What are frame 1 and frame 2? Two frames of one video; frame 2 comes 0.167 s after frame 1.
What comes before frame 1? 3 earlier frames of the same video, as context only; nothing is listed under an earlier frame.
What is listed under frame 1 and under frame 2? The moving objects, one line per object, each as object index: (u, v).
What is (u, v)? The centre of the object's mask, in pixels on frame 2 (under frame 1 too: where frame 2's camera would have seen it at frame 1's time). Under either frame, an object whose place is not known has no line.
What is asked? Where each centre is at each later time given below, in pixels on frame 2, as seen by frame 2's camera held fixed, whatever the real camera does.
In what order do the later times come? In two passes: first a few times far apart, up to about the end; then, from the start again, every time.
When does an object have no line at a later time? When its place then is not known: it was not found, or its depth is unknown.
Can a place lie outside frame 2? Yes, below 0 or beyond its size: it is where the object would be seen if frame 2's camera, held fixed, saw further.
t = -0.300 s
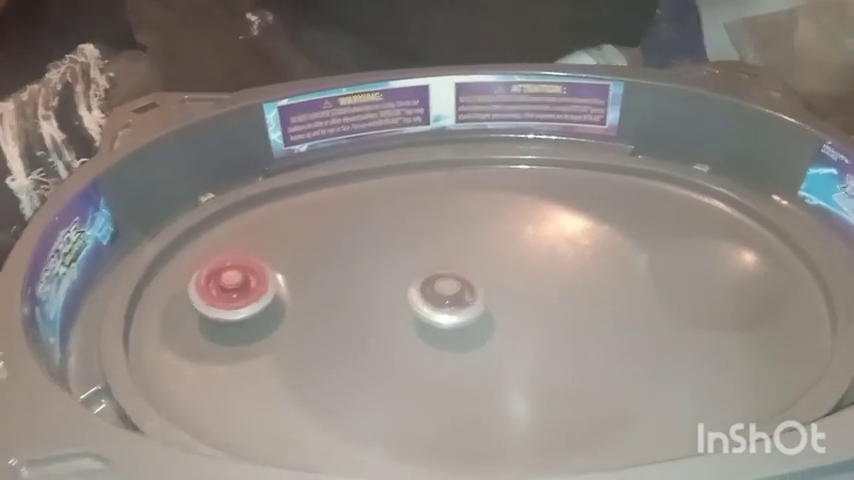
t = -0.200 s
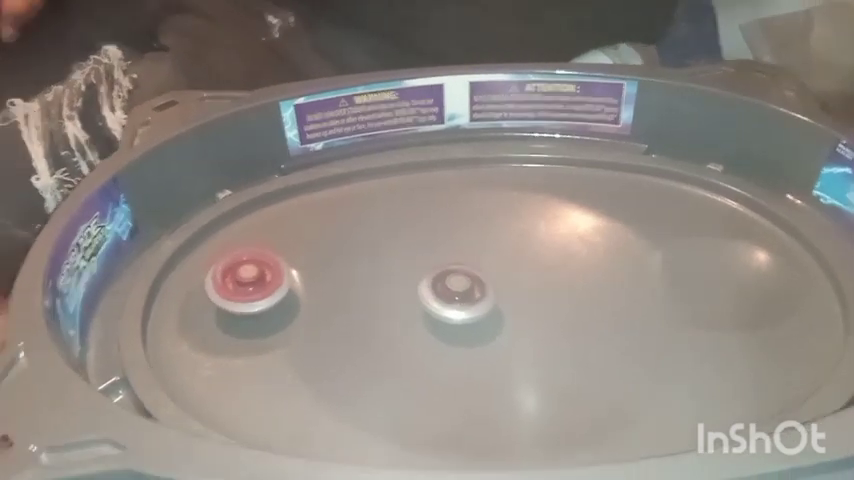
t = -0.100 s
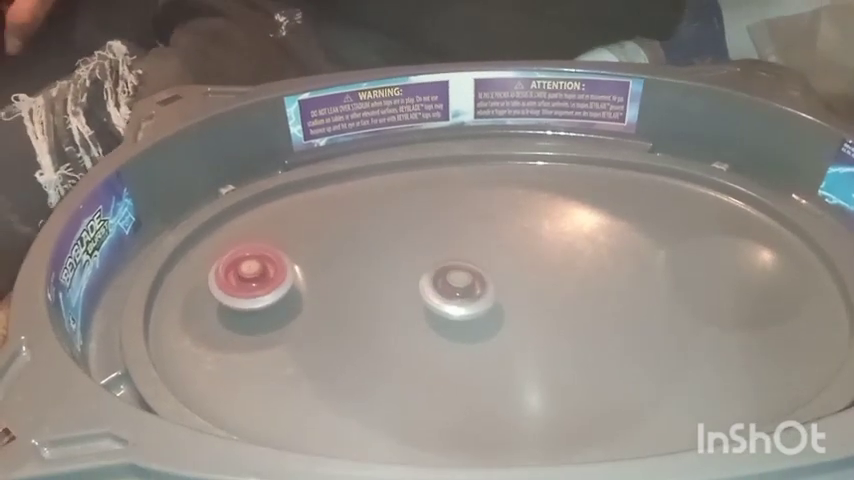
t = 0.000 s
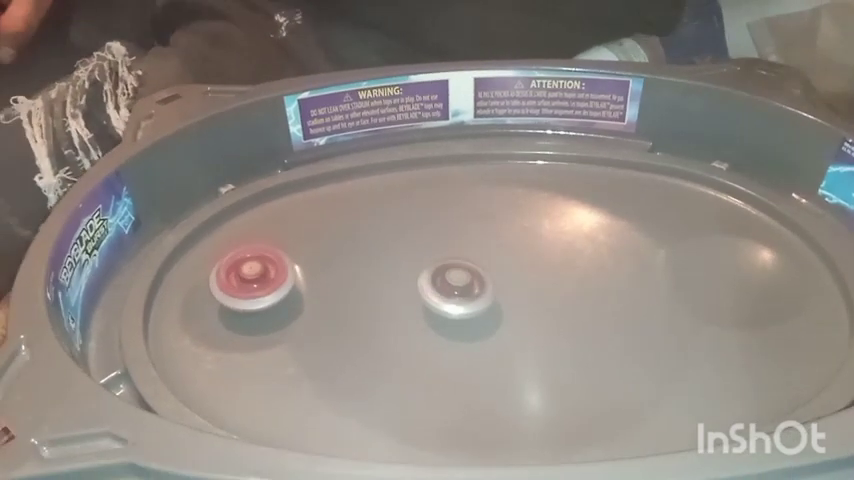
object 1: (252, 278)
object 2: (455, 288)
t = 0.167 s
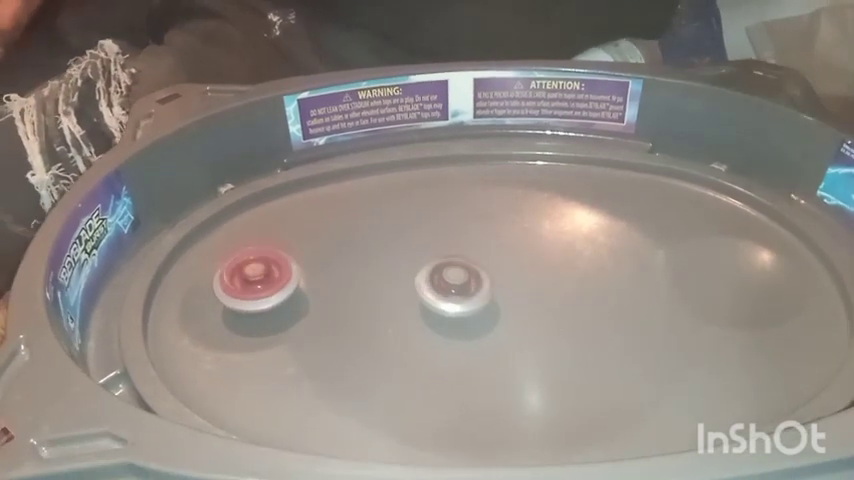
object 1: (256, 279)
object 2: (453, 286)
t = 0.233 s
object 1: (257, 280)
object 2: (453, 285)
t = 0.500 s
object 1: (253, 283)
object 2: (452, 284)
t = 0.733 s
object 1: (247, 285)
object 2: (454, 284)
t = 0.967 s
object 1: (246, 284)
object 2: (458, 286)
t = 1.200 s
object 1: (239, 279)
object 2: (460, 291)
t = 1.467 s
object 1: (248, 281)
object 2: (459, 294)
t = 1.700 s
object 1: (252, 277)
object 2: (457, 295)
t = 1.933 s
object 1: (254, 282)
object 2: (454, 294)
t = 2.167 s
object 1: (256, 282)
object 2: (452, 292)
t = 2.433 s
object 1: (246, 286)
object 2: (453, 290)
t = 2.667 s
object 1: (247, 284)
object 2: (457, 288)
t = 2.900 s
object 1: (241, 281)
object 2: (461, 289)
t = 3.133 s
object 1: (246, 281)
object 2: (464, 291)
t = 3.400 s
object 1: (252, 278)
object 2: (465, 294)
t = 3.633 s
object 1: (255, 281)
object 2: (464, 294)
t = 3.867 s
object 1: (254, 282)
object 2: (460, 294)
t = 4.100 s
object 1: (249, 285)
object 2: (456, 292)
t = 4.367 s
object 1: (247, 284)
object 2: (454, 288)
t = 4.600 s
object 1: (243, 281)
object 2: (455, 287)
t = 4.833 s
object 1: (248, 281)
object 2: (458, 287)
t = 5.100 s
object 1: (251, 278)
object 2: (462, 290)
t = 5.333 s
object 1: (255, 281)
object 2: (463, 293)
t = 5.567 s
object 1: (253, 281)
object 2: (463, 295)
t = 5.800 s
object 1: (249, 285)
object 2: (462, 295)
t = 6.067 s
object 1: (244, 282)
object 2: (458, 292)
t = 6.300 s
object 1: (244, 280)
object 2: (455, 288)
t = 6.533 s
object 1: (248, 281)
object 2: (455, 286)
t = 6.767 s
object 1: (252, 277)
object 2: (457, 286)
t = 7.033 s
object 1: (255, 281)
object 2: (461, 289)
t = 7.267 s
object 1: (252, 282)
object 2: (462, 292)
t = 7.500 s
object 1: (249, 285)
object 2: (463, 294)
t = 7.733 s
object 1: (246, 283)
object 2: (461, 295)
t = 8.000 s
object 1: (244, 281)
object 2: (457, 293)
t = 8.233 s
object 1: (250, 279)
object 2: (454, 290)
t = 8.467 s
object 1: (252, 279)
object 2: (455, 288)
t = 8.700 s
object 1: (254, 281)
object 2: (458, 288)
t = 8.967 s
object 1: (251, 283)
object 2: (462, 290)
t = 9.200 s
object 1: (248, 284)
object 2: (464, 292)
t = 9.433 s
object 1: (245, 282)
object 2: (463, 294)
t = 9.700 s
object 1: (246, 281)
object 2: (460, 294)
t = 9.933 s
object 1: (249, 279)
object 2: (457, 291)
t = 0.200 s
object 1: (256, 280)
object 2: (453, 286)
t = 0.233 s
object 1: (257, 280)
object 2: (453, 285)
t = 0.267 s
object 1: (257, 280)
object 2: (453, 285)
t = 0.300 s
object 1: (257, 280)
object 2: (452, 285)
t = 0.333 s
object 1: (257, 280)
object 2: (452, 284)
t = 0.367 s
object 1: (256, 281)
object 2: (452, 284)
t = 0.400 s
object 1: (255, 282)
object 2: (452, 284)
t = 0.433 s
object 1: (254, 282)
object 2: (452, 283)
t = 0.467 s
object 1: (253, 282)
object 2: (452, 283)
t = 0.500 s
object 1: (253, 283)
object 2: (452, 284)
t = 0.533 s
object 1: (252, 283)
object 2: (452, 283)
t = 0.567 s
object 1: (251, 283)
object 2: (453, 283)
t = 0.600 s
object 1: (249, 284)
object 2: (453, 284)
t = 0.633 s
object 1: (248, 285)
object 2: (453, 283)
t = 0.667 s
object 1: (247, 285)
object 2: (454, 283)
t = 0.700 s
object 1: (247, 285)
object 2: (454, 284)
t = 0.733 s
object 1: (247, 285)
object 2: (454, 284)
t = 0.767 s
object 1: (247, 285)
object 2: (455, 284)
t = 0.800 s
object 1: (247, 285)
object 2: (456, 285)
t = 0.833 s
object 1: (246, 285)
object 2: (456, 285)
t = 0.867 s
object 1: (246, 285)
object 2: (457, 285)
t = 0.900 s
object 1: (246, 285)
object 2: (457, 286)
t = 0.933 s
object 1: (246, 285)
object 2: (457, 286)
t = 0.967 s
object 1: (246, 284)
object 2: (458, 286)
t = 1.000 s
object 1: (246, 283)
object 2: (459, 287)
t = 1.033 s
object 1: (246, 282)
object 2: (459, 287)
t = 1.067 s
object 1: (244, 281)
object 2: (459, 288)
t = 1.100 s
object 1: (243, 280)
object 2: (460, 289)
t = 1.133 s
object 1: (242, 279)
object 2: (460, 289)
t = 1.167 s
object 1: (240, 279)
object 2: (460, 290)
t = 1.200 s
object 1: (239, 279)
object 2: (460, 291)
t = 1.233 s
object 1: (239, 280)
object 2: (460, 290)
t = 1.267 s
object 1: (239, 281)
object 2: (460, 291)
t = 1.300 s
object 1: (239, 282)
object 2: (460, 292)
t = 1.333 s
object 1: (241, 282)
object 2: (460, 292)
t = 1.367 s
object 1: (243, 282)
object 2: (460, 292)
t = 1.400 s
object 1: (244, 282)
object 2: (459, 293)
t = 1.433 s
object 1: (247, 282)
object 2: (460, 293)
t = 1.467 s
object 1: (248, 281)
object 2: (459, 294)
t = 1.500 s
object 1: (251, 280)
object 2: (459, 294)
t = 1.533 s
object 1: (252, 279)
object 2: (459, 295)
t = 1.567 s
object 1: (252, 278)
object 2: (459, 295)
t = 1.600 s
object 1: (252, 277)
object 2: (458, 295)
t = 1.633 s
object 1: (253, 277)
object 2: (458, 295)
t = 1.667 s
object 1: (252, 276)
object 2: (457, 296)
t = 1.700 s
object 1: (252, 277)
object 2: (457, 295)
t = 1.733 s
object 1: (251, 277)
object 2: (457, 295)
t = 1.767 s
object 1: (251, 277)
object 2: (456, 295)
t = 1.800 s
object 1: (251, 278)
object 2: (456, 295)
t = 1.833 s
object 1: (251, 279)
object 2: (456, 295)
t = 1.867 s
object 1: (252, 280)
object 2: (455, 294)
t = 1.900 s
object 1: (253, 281)
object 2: (455, 295)
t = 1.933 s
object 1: (254, 282)
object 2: (454, 294)
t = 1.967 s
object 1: (255, 283)
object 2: (454, 293)
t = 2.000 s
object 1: (256, 283)
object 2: (454, 294)
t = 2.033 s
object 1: (256, 282)
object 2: (453, 293)
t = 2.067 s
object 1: (257, 283)
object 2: (453, 293)
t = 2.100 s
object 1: (257, 283)
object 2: (453, 293)
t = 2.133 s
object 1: (257, 282)
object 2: (453, 292)
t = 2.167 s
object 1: (256, 282)
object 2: (452, 292)
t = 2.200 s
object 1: (255, 283)
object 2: (452, 292)
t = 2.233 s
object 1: (254, 282)
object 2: (452, 291)
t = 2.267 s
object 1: (252, 282)
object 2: (452, 291)
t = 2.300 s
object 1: (251, 283)
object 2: (453, 290)
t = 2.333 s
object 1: (249, 283)
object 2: (453, 290)
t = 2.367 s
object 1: (247, 284)
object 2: (453, 290)
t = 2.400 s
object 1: (246, 285)
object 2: (453, 290)
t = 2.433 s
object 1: (246, 286)
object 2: (453, 290)
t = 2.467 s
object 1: (246, 287)
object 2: (454, 289)
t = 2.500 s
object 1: (247, 287)
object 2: (454, 289)
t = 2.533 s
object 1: (247, 287)
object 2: (454, 289)
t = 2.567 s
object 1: (248, 286)
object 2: (455, 288)
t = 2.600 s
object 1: (248, 286)
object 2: (456, 289)
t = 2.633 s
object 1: (247, 285)
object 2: (456, 288)
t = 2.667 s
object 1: (247, 284)
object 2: (457, 288)
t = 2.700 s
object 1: (246, 284)
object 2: (458, 288)
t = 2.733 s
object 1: (245, 283)
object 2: (458, 288)
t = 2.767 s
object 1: (245, 282)
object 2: (459, 288)
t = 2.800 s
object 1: (243, 282)
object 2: (459, 289)
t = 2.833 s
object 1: (243, 282)
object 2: (460, 289)
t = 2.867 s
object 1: (242, 281)
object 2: (461, 288)
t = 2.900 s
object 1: (241, 281)
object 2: (461, 289)
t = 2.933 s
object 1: (241, 281)
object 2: (462, 289)
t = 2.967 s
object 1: (241, 281)
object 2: (462, 290)
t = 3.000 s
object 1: (242, 282)
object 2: (463, 290)
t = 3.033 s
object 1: (243, 282)
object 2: (463, 290)
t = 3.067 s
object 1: (244, 282)
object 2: (463, 290)
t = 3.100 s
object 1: (245, 281)
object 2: (464, 291)
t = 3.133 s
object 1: (246, 281)
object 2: (464, 291)
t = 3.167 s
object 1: (248, 280)
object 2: (465, 291)
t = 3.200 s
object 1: (249, 279)
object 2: (465, 292)
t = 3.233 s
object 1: (249, 279)
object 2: (465, 292)
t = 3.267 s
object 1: (251, 278)
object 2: (465, 293)
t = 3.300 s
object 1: (251, 278)
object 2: (465, 293)
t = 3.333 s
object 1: (251, 278)
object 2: (465, 293)
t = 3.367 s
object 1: (251, 278)
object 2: (465, 294)
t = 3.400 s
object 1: (252, 278)
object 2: (465, 294)
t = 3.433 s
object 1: (252, 278)
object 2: (465, 294)
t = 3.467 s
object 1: (252, 279)
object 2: (465, 294)
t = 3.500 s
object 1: (252, 279)
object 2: (465, 293)
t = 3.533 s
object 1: (253, 280)
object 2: (465, 294)
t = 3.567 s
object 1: (254, 280)
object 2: (464, 294)
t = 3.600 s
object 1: (255, 281)
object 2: (464, 295)
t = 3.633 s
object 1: (255, 281)
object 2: (464, 294)
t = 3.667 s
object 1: (256, 281)
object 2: (463, 294)
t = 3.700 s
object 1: (256, 281)
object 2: (463, 295)
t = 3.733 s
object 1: (256, 282)
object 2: (462, 294)
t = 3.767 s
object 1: (256, 281)
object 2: (462, 295)
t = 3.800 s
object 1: (256, 282)
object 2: (462, 294)
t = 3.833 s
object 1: (255, 282)
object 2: (461, 293)
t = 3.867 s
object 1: (254, 282)
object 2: (460, 294)
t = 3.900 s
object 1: (254, 283)
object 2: (460, 293)
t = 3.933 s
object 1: (253, 283)
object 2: (459, 293)
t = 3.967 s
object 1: (252, 284)
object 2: (459, 293)
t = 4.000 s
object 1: (251, 284)
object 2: (458, 292)
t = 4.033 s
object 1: (251, 284)
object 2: (457, 292)
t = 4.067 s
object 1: (249, 285)
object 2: (457, 292)
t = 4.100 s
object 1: (249, 285)
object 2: (456, 292)
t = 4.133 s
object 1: (248, 286)
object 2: (456, 291)
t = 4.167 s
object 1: (248, 286)
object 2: (455, 291)
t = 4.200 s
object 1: (248, 285)
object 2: (455, 290)
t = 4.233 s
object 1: (248, 285)
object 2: (455, 290)
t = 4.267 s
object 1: (247, 285)
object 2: (454, 290)
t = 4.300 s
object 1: (247, 285)
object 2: (454, 289)
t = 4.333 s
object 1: (247, 285)
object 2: (454, 289)
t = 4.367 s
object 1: (247, 284)
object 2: (454, 288)
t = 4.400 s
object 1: (247, 284)
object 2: (454, 289)
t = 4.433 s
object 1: (247, 284)
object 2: (454, 288)
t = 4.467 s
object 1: (247, 283)
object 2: (454, 288)
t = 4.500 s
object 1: (246, 283)
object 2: (454, 288)
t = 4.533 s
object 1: (245, 282)
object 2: (454, 287)
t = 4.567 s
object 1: (244, 281)
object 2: (454, 287)
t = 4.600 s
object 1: (243, 281)
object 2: (455, 287)
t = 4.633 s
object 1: (242, 281)
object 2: (455, 287)
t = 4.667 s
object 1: (241, 281)
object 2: (456, 287)
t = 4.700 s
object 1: (242, 282)
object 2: (456, 287)
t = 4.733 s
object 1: (243, 282)
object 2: (457, 287)
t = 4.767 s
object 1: (245, 282)
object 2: (457, 287)
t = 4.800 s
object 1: (247, 281)
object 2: (458, 287)
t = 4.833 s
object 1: (248, 281)
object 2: (458, 287)
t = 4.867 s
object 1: (249, 280)
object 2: (459, 288)
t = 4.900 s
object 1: (251, 279)
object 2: (459, 288)
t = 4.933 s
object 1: (252, 278)
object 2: (460, 288)
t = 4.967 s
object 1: (252, 278)
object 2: (460, 289)
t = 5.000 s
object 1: (252, 277)
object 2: (461, 289)
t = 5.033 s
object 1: (251, 277)
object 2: (461, 290)
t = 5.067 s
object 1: (251, 277)
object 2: (462, 289)
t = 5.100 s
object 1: (251, 278)
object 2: (462, 290)
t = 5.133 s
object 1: (251, 278)
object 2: (462, 290)
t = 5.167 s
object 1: (251, 279)
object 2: (463, 291)
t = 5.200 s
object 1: (252, 280)
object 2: (463, 291)
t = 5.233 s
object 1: (253, 281)
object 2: (463, 291)
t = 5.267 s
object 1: (253, 281)
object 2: (463, 292)
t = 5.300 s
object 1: (254, 281)
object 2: (463, 292)
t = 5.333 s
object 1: (255, 281)
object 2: (463, 293)
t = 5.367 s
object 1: (257, 281)
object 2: (463, 293)
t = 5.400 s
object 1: (257, 281)
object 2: (464, 294)
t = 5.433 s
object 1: (257, 281)
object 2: (464, 294)
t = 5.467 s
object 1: (257, 281)
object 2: (464, 295)
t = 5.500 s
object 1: (256, 281)
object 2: (464, 295)
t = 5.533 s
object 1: (255, 281)
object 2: (464, 295)
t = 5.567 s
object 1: (253, 281)
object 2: (463, 295)
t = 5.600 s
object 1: (251, 282)
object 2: (463, 295)
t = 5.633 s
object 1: (250, 283)
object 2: (463, 295)
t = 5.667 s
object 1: (249, 284)
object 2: (463, 295)
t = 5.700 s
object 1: (249, 284)
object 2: (462, 295)
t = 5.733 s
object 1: (249, 285)
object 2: (462, 295)
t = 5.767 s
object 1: (249, 285)
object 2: (462, 295)
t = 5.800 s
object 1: (249, 285)
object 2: (462, 295)
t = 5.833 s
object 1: (249, 285)
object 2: (461, 294)
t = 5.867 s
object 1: (249, 285)
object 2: (460, 294)
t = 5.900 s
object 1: (249, 284)
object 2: (460, 294)
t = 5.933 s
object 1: (248, 283)
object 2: (460, 293)
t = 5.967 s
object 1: (247, 283)
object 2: (460, 293)
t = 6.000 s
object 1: (246, 282)
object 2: (459, 293)
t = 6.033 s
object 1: (245, 282)
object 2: (459, 292)
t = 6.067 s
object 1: (244, 282)
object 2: (458, 292)
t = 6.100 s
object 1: (245, 282)
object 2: (457, 291)
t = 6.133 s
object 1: (245, 283)
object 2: (456, 291)
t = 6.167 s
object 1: (245, 283)
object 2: (456, 290)
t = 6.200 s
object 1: (246, 283)
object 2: (456, 290)
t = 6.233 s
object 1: (245, 282)
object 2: (455, 289)
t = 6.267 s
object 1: (244, 281)
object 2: (455, 289)
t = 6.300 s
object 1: (244, 280)
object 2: (455, 288)
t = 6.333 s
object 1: (243, 280)
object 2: (454, 289)
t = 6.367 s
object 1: (242, 280)
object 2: (454, 287)
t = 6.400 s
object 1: (242, 281)
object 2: (454, 288)
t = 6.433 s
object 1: (243, 281)
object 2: (454, 287)
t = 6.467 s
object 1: (245, 282)
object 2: (454, 287)
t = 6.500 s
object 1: (246, 281)
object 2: (454, 286)
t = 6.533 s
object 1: (248, 281)
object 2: (455, 286)
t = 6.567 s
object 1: (249, 281)
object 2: (454, 286)
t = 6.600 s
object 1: (251, 280)
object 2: (455, 286)
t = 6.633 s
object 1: (252, 279)
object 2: (455, 286)
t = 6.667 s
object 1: (252, 278)
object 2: (456, 286)
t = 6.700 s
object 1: (252, 277)
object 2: (456, 286)
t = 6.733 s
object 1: (252, 277)
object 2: (456, 286)
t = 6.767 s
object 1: (252, 277)
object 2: (457, 286)
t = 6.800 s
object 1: (252, 278)
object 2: (458, 286)
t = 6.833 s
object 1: (252, 278)
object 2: (458, 287)
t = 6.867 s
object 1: (252, 279)
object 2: (458, 287)
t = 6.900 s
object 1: (252, 279)
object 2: (459, 288)
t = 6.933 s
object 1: (253, 280)
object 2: (460, 288)
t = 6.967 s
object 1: (253, 280)
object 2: (460, 288)
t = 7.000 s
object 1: (254, 281)
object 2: (460, 288)
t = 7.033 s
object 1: (255, 281)
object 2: (461, 289)
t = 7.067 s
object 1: (255, 281)
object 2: (461, 289)
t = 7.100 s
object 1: (256, 281)
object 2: (462, 290)
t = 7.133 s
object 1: (256, 281)
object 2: (462, 290)
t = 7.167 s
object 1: (255, 281)
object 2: (462, 291)
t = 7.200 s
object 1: (254, 281)
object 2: (463, 291)
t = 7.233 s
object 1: (253, 281)
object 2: (463, 292)
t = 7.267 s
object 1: (252, 282)
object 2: (462, 292)
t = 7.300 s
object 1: (251, 283)
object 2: (463, 292)
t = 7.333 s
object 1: (251, 283)
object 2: (463, 293)
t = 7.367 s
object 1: (250, 283)
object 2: (463, 293)
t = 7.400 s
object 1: (249, 284)
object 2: (463, 294)
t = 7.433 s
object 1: (249, 285)
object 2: (463, 294)
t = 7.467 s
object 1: (249, 285)
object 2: (463, 295)
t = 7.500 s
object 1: (249, 285)
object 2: (463, 294)
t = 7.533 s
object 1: (249, 285)
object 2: (463, 295)
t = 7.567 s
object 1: (249, 284)
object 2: (463, 295)
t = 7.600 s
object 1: (248, 284)
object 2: (462, 295)
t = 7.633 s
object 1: (248, 283)
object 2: (462, 295)
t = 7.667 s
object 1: (247, 283)
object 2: (462, 295)
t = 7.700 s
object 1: (246, 283)
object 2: (461, 295)
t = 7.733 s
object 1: (246, 283)
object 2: (461, 295)
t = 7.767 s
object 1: (246, 283)
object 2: (461, 295)
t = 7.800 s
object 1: (246, 282)
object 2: (460, 295)
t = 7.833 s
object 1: (245, 282)
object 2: (459, 294)
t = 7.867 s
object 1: (245, 281)
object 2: (459, 294)
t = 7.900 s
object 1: (245, 281)
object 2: (459, 294)
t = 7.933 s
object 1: (244, 281)
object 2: (458, 294)
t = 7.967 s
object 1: (244, 281)
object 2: (458, 293)
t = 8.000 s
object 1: (244, 281)
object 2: (457, 293)
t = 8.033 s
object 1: (244, 281)
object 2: (457, 292)
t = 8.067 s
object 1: (245, 281)
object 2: (456, 292)
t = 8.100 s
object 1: (246, 281)
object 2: (456, 292)
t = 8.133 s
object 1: (247, 281)
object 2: (455, 291)
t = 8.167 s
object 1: (248, 281)
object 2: (455, 291)
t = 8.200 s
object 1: (249, 280)
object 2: (455, 290)
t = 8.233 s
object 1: (250, 279)
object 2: (454, 290)
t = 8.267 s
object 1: (251, 279)
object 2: (455, 289)
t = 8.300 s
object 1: (251, 279)
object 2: (455, 289)
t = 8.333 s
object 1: (251, 278)
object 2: (454, 289)
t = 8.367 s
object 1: (251, 278)
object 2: (454, 289)
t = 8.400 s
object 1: (251, 278)
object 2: (455, 288)
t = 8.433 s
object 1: (251, 279)
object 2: (455, 288)
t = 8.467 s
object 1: (252, 279)
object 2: (455, 288)
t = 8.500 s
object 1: (252, 279)
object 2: (455, 288)
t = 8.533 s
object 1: (252, 280)
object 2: (456, 287)
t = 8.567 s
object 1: (253, 281)
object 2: (456, 288)
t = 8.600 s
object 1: (253, 281)
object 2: (457, 287)
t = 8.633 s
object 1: (254, 281)
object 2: (457, 288)
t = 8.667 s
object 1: (254, 281)
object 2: (458, 288)
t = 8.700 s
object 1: (254, 281)
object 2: (458, 288)
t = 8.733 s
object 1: (254, 281)
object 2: (459, 288)
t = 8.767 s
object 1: (254, 281)
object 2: (459, 288)
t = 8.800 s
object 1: (254, 281)
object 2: (460, 288)
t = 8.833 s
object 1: (253, 282)
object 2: (460, 288)
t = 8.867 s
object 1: (253, 282)
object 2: (461, 289)
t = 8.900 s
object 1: (252, 282)
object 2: (461, 289)
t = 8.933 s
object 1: (251, 283)
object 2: (462, 289)
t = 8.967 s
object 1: (251, 283)
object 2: (462, 290)
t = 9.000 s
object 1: (250, 283)
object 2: (463, 290)
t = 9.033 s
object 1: (250, 284)
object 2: (463, 290)
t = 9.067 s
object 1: (250, 284)
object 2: (463, 291)
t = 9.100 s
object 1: (249, 284)
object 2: (463, 291)
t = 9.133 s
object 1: (248, 284)
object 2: (464, 292)
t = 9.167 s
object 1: (248, 284)
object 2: (464, 292)
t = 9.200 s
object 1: (248, 284)
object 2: (464, 292)
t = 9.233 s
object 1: (249, 283)
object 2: (464, 293)
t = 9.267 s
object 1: (247, 284)
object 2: (464, 293)
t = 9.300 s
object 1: (247, 283)
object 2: (464, 293)
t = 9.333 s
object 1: (246, 283)
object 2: (464, 294)
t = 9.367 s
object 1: (246, 283)
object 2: (464, 294)
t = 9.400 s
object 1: (246, 282)
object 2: (464, 294)
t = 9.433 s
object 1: (245, 282)
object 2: (463, 294)
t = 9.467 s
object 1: (244, 281)
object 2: (463, 295)
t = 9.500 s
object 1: (244, 281)
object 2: (463, 295)
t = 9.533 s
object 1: (243, 281)
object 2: (463, 295)
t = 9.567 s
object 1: (244, 282)
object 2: (462, 294)
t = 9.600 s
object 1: (244, 282)
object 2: (462, 295)
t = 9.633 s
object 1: (245, 282)
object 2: (462, 294)
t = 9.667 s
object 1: (246, 281)
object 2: (461, 294)
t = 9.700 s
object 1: (246, 281)
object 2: (460, 294)
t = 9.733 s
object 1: (247, 280)
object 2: (460, 294)
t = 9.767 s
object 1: (247, 280)
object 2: (459, 294)
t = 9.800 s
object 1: (248, 280)
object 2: (459, 293)
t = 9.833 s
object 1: (248, 279)
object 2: (458, 293)
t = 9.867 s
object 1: (249, 279)
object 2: (458, 293)
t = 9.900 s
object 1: (249, 279)
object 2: (457, 292)
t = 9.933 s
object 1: (249, 279)
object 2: (457, 291)
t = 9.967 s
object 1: (250, 279)
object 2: (456, 291)
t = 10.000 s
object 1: (251, 279)
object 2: (455, 291)
